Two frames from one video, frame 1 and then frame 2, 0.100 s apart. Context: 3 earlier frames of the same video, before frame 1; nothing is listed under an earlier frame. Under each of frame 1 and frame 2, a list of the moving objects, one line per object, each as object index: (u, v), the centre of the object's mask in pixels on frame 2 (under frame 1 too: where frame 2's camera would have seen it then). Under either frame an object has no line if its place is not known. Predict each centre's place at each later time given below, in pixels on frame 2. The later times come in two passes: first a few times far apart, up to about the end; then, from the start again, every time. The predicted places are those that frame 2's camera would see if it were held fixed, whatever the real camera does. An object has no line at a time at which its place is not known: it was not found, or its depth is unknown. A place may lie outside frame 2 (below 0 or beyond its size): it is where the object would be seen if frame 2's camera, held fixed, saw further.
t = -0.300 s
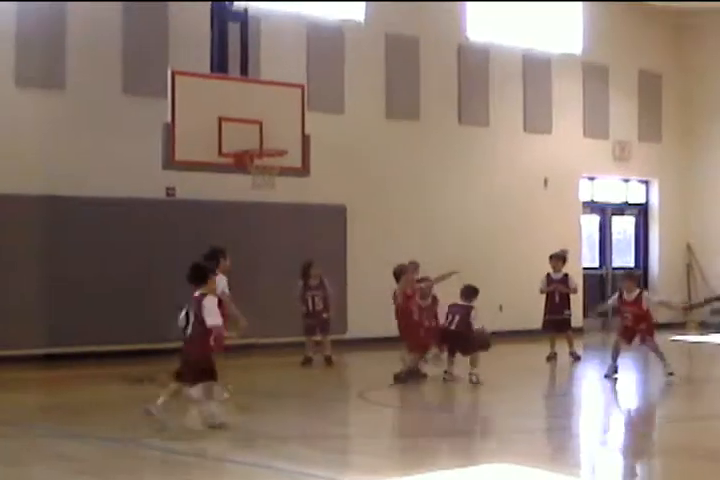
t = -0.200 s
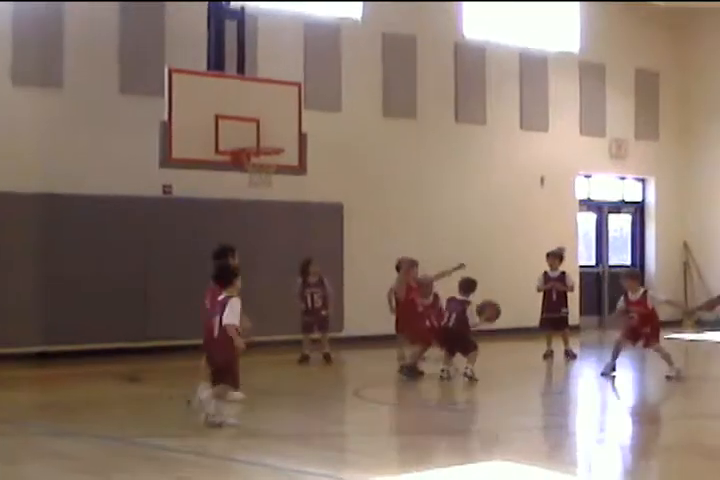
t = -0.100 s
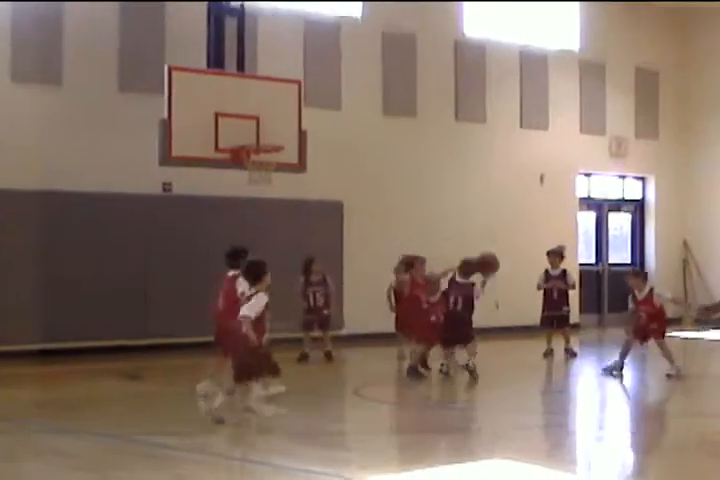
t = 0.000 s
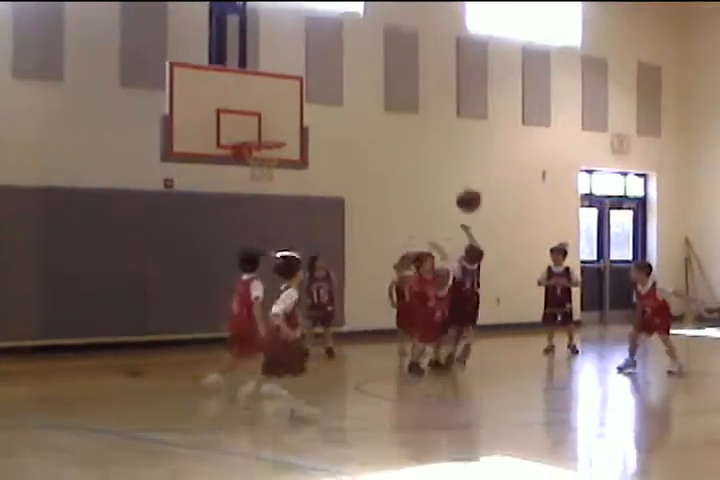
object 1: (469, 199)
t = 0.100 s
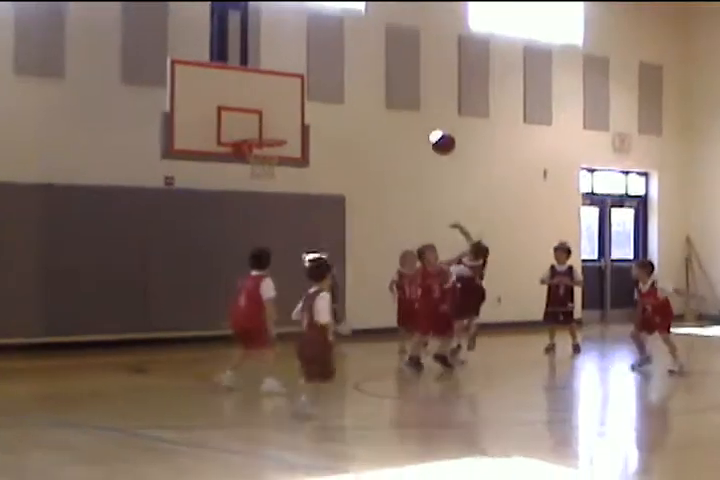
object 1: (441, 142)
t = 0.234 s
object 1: (406, 86)
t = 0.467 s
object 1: (351, 34)
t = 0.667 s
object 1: (307, 32)
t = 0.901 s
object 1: (261, 67)
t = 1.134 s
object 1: (300, 117)
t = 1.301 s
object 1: (329, 183)
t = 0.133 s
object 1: (432, 126)
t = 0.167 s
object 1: (424, 112)
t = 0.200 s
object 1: (415, 98)
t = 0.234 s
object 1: (406, 86)
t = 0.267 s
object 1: (398, 76)
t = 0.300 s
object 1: (390, 66)
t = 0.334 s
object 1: (382, 57)
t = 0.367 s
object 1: (374, 50)
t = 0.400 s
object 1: (366, 44)
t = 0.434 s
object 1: (359, 38)
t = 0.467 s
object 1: (351, 34)
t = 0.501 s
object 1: (343, 31)
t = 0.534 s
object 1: (335, 29)
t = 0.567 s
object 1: (330, 27)
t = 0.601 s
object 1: (322, 28)
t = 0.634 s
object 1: (315, 30)
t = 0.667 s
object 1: (307, 32)
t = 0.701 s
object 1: (301, 34)
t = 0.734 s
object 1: (293, 38)
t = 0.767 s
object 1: (286, 42)
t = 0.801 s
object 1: (279, 47)
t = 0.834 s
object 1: (272, 53)
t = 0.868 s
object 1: (266, 60)
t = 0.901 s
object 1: (261, 67)
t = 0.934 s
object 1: (266, 71)
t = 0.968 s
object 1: (272, 77)
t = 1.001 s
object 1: (278, 82)
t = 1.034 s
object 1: (284, 90)
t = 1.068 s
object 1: (289, 97)
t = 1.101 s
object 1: (294, 107)
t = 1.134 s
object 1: (300, 117)
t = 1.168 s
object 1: (305, 128)
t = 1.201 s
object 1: (312, 141)
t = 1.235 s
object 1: (316, 154)
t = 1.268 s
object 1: (323, 168)
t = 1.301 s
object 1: (329, 183)
